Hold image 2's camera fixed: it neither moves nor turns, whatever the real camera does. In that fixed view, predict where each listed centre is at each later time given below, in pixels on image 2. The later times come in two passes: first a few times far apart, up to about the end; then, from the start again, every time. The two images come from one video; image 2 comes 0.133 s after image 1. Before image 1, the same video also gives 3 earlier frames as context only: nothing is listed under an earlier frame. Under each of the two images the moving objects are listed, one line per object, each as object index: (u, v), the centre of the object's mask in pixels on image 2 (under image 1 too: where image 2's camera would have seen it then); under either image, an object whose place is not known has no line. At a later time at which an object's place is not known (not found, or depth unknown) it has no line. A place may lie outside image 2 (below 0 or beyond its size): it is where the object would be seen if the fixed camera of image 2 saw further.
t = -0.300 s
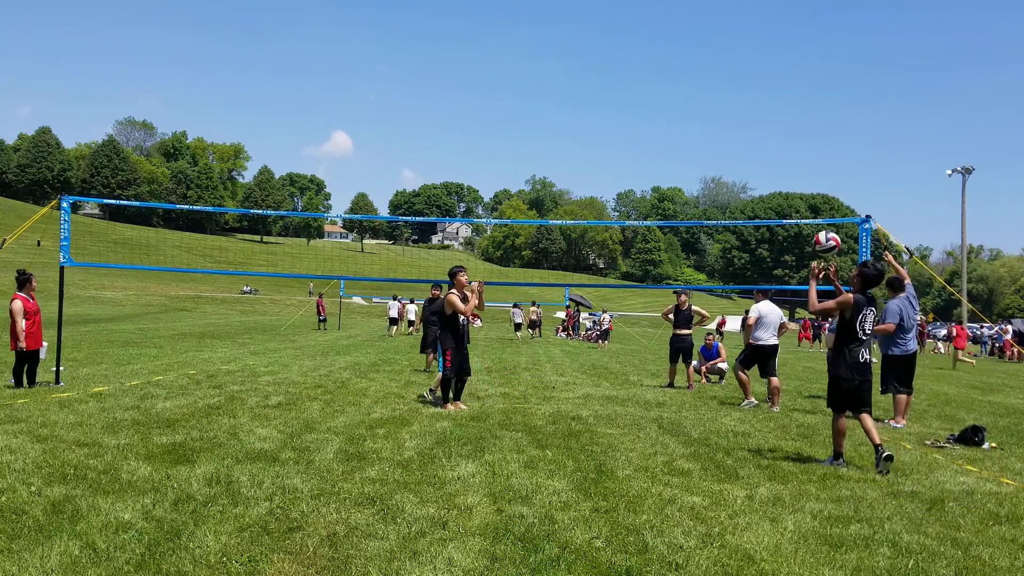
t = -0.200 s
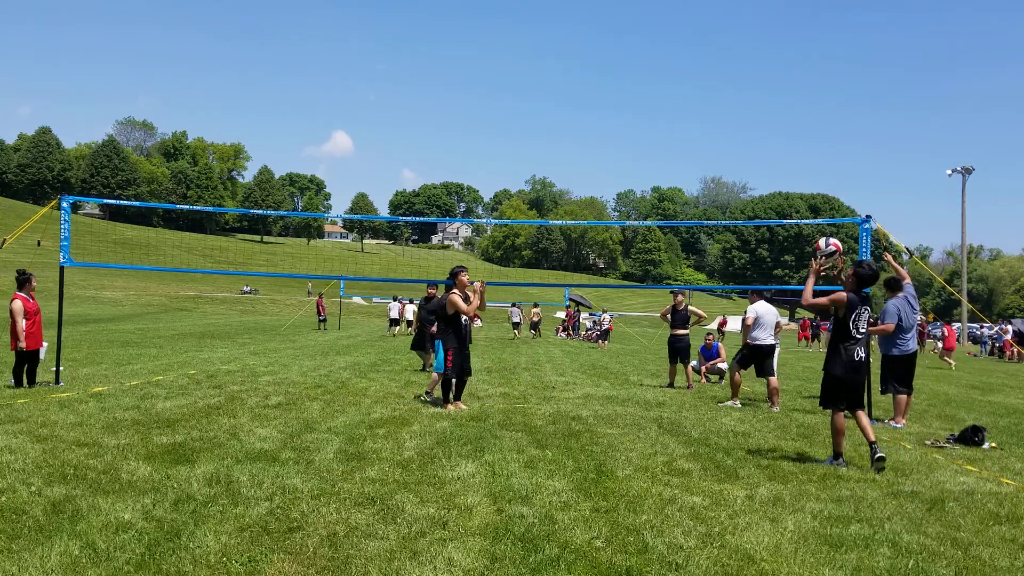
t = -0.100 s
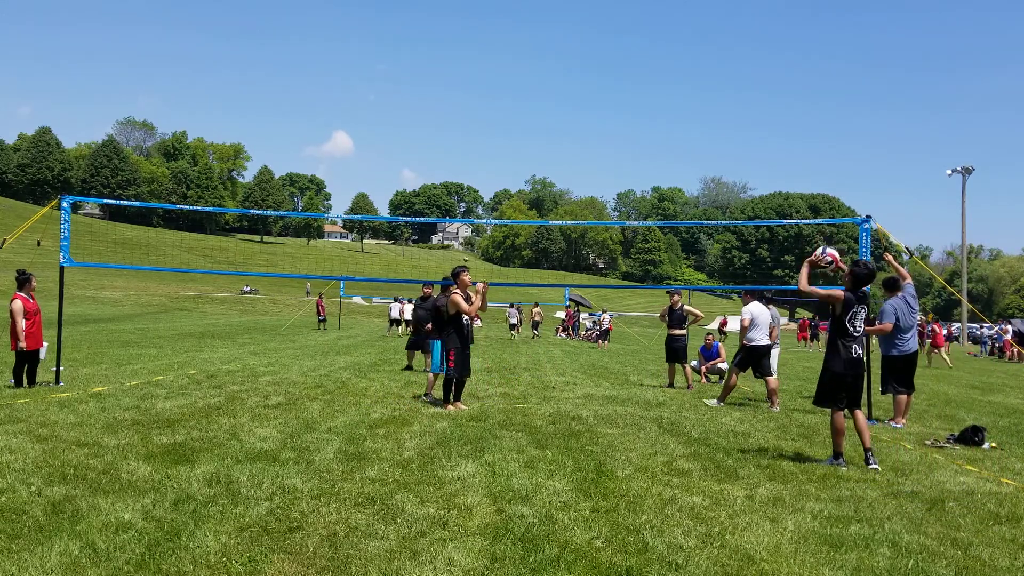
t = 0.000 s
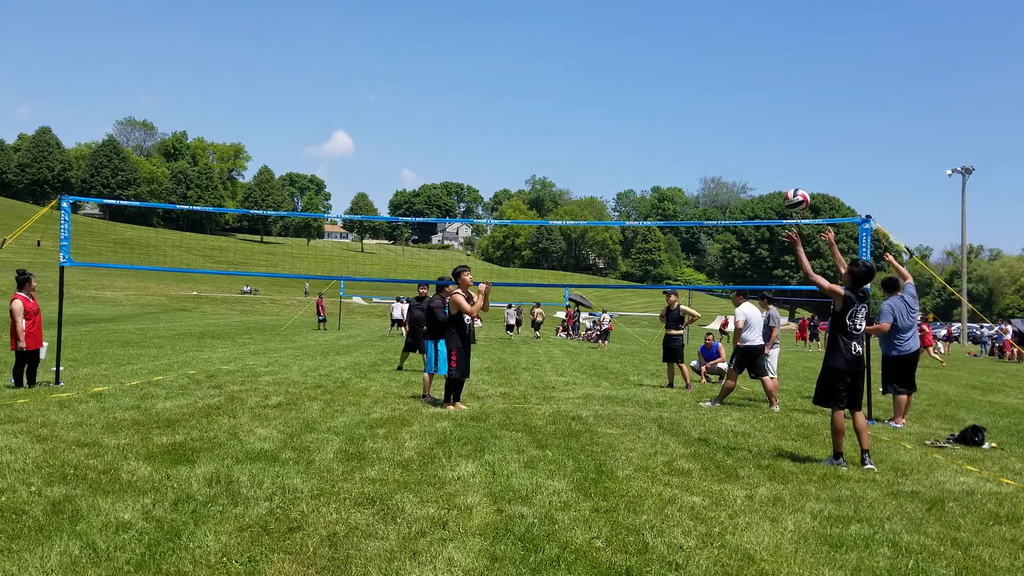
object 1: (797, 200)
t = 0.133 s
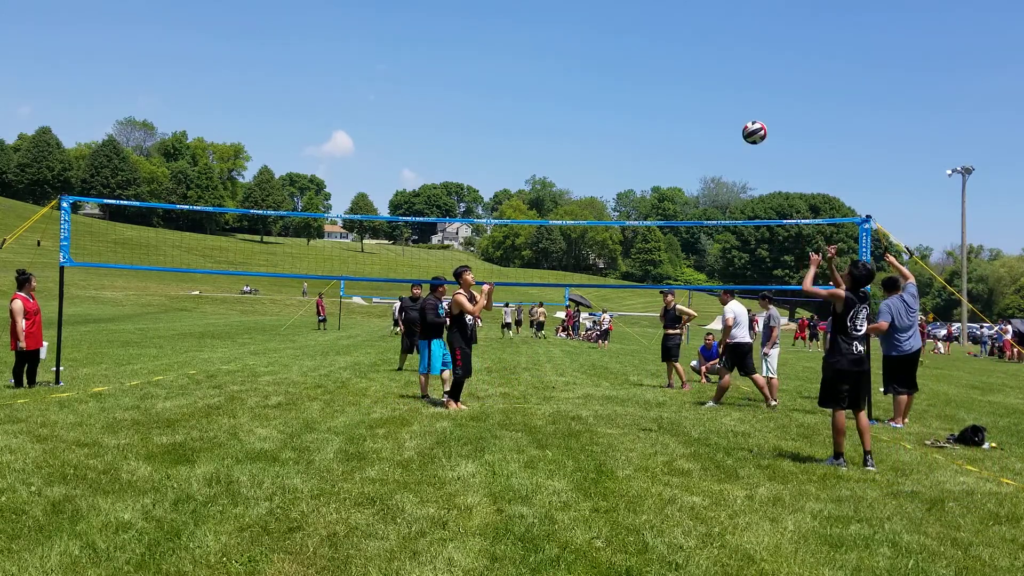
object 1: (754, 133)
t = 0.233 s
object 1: (726, 97)
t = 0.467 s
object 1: (664, 61)
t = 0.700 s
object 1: (609, 80)
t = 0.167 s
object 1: (745, 119)
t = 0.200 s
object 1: (735, 108)
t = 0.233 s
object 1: (726, 97)
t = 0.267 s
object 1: (716, 88)
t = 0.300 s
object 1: (707, 80)
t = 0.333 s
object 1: (698, 74)
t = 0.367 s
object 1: (689, 69)
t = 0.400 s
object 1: (681, 65)
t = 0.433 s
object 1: (673, 62)
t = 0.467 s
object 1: (664, 61)
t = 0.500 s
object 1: (656, 61)
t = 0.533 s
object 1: (648, 61)
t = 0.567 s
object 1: (640, 63)
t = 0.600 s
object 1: (632, 66)
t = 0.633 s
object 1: (624, 70)
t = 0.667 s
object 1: (616, 74)
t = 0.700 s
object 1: (609, 80)
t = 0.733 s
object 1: (601, 87)
